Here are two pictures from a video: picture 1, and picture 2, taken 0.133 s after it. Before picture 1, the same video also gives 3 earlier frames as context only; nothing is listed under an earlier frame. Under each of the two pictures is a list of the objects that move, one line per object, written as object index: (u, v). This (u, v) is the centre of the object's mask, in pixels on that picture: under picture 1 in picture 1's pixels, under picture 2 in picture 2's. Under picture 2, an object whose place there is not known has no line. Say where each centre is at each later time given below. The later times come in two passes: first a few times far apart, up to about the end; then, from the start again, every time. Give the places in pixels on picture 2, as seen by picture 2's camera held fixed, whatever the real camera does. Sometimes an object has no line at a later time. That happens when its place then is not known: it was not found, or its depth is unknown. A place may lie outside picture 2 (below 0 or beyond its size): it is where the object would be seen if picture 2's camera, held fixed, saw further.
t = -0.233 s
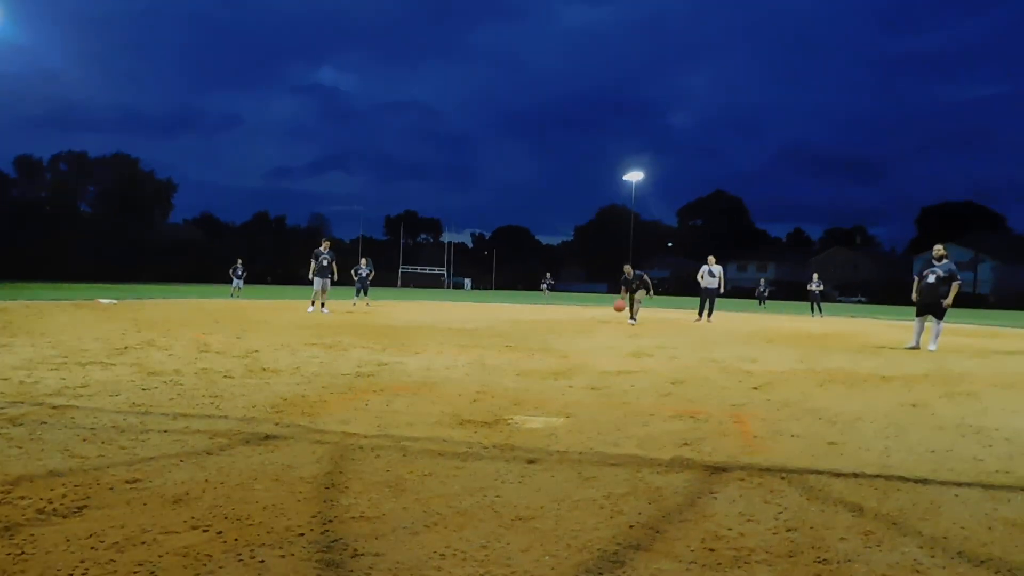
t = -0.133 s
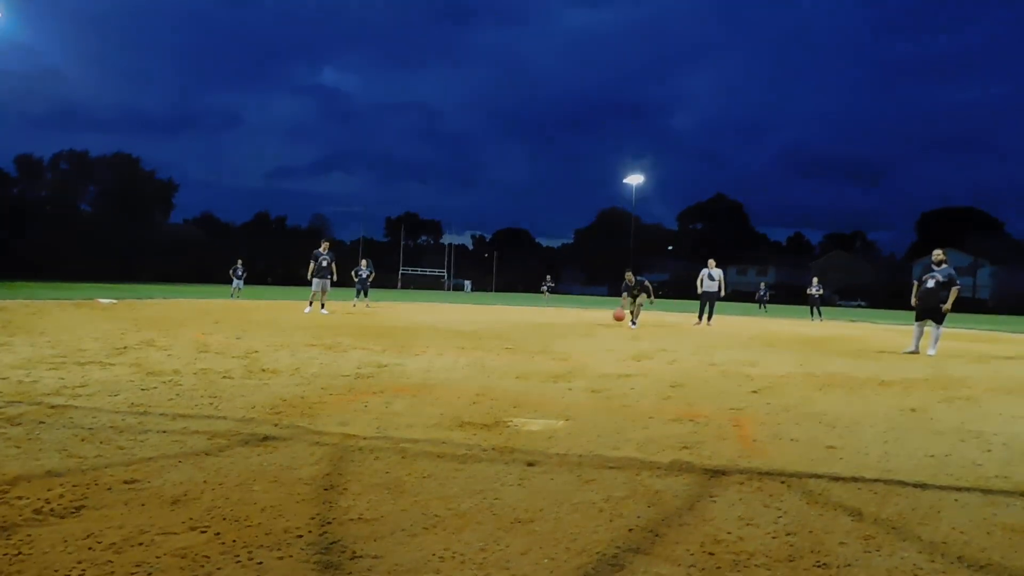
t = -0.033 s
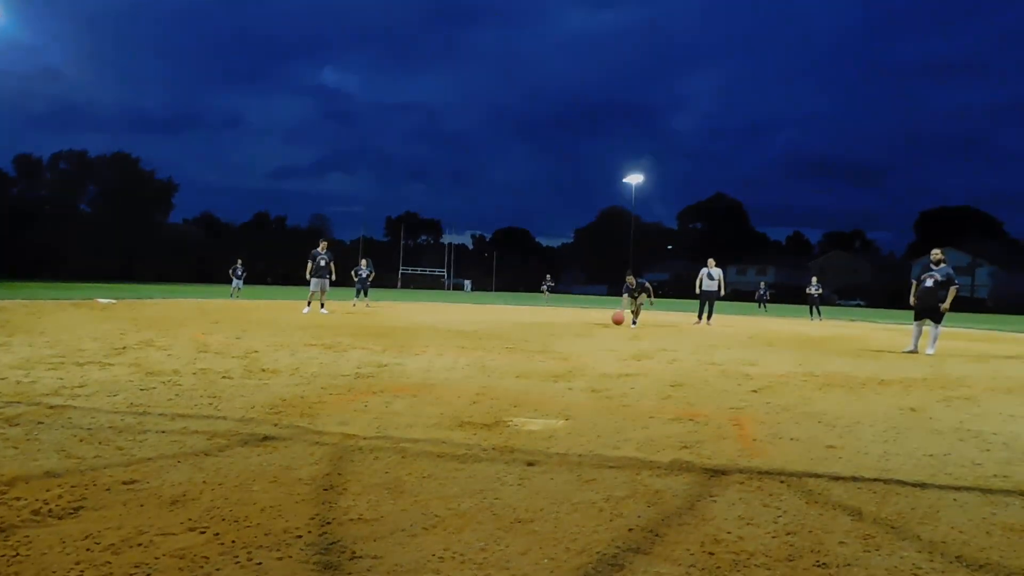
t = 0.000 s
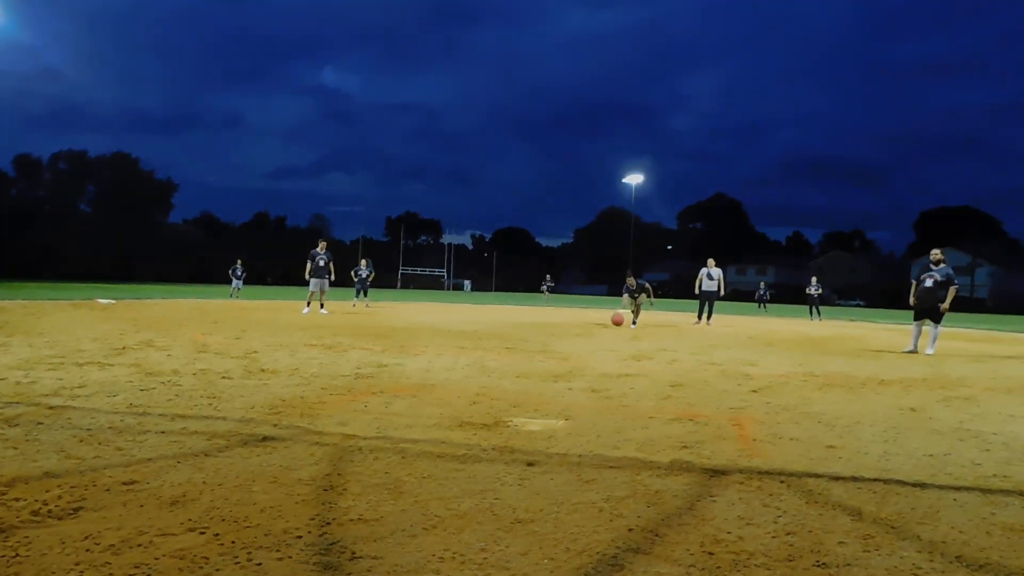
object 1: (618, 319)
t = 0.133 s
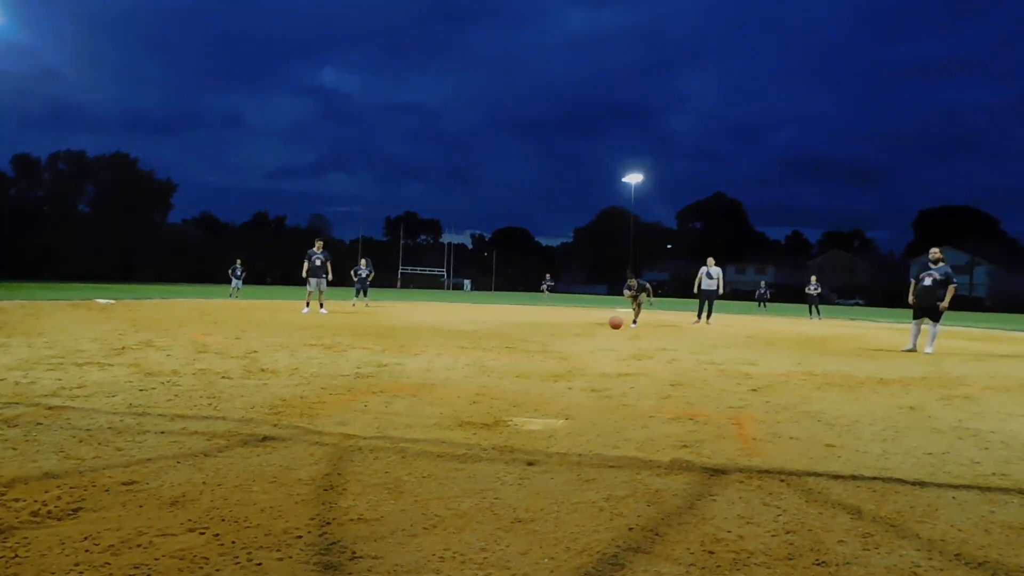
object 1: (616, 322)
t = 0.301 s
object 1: (612, 323)
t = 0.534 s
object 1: (607, 326)
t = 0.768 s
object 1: (601, 331)
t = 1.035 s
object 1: (592, 335)
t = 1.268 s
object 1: (583, 337)
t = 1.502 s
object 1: (572, 342)
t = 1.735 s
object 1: (560, 346)
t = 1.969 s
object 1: (546, 341)
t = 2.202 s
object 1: (529, 356)
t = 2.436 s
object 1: (514, 363)
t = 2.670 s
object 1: (496, 365)
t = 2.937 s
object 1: (468, 379)
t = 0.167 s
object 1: (615, 322)
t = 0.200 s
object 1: (614, 323)
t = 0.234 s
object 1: (613, 324)
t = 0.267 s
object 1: (613, 324)
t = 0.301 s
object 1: (612, 323)
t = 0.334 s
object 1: (612, 322)
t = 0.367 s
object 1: (611, 322)
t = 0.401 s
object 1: (610, 322)
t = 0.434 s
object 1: (610, 324)
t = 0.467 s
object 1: (609, 327)
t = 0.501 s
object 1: (608, 327)
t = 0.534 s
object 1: (607, 326)
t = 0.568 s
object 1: (607, 324)
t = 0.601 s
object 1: (606, 325)
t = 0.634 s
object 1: (605, 325)
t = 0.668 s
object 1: (604, 327)
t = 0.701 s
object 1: (603, 329)
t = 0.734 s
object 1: (602, 331)
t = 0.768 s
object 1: (601, 331)
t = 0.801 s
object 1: (600, 331)
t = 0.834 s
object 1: (598, 332)
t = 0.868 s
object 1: (597, 332)
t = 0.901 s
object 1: (596, 332)
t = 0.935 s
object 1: (595, 332)
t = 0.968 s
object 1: (594, 333)
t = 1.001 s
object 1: (593, 334)
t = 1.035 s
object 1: (592, 335)
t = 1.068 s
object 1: (591, 335)
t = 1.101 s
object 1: (589, 335)
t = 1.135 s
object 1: (588, 335)
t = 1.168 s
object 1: (587, 337)
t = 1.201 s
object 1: (586, 337)
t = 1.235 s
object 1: (584, 337)
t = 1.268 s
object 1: (583, 337)
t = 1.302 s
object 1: (582, 338)
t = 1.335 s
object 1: (580, 339)
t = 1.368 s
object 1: (579, 340)
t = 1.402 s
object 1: (577, 341)
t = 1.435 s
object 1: (575, 341)
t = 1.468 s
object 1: (574, 342)
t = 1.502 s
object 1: (572, 342)
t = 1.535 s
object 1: (571, 343)
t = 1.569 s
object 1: (569, 341)
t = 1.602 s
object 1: (567, 340)
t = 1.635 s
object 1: (565, 339)
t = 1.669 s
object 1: (563, 341)
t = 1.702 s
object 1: (562, 342)
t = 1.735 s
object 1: (560, 346)
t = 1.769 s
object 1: (558, 348)
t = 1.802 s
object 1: (556, 346)
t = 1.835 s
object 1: (555, 344)
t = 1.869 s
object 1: (552, 341)
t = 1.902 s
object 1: (551, 340)
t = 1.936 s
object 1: (549, 339)
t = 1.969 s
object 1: (546, 341)
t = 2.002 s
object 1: (544, 344)
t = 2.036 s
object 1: (541, 347)
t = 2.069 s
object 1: (539, 352)
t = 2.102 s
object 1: (535, 357)
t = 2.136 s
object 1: (533, 360)
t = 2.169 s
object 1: (531, 357)
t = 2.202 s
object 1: (529, 356)
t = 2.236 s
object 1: (527, 357)
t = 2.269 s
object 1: (525, 359)
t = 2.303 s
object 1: (523, 363)
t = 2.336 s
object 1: (520, 365)
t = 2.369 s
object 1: (518, 364)
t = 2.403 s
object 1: (516, 363)
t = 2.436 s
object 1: (514, 363)
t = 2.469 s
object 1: (512, 364)
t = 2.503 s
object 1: (509, 367)
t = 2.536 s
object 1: (506, 371)
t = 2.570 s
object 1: (504, 370)
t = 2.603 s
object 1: (501, 367)
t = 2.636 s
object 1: (499, 366)
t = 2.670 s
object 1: (496, 365)
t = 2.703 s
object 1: (493, 364)
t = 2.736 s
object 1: (490, 367)
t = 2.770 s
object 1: (486, 370)
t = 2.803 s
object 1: (483, 376)
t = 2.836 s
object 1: (479, 384)
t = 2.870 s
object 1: (475, 385)
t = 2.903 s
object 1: (471, 382)
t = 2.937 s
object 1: (468, 379)
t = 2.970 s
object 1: (464, 378)
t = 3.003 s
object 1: (461, 378)
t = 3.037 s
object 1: (456, 380)
